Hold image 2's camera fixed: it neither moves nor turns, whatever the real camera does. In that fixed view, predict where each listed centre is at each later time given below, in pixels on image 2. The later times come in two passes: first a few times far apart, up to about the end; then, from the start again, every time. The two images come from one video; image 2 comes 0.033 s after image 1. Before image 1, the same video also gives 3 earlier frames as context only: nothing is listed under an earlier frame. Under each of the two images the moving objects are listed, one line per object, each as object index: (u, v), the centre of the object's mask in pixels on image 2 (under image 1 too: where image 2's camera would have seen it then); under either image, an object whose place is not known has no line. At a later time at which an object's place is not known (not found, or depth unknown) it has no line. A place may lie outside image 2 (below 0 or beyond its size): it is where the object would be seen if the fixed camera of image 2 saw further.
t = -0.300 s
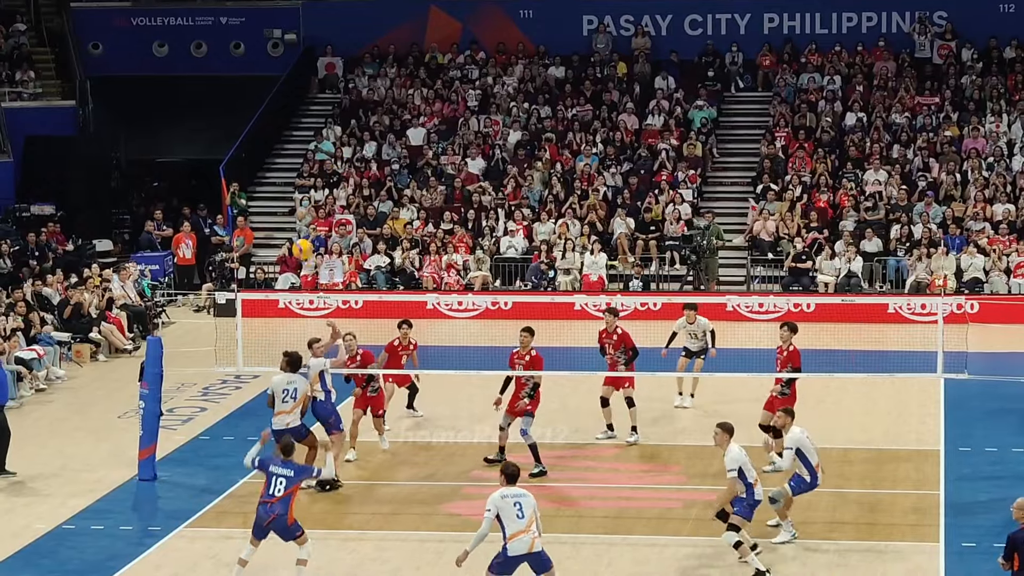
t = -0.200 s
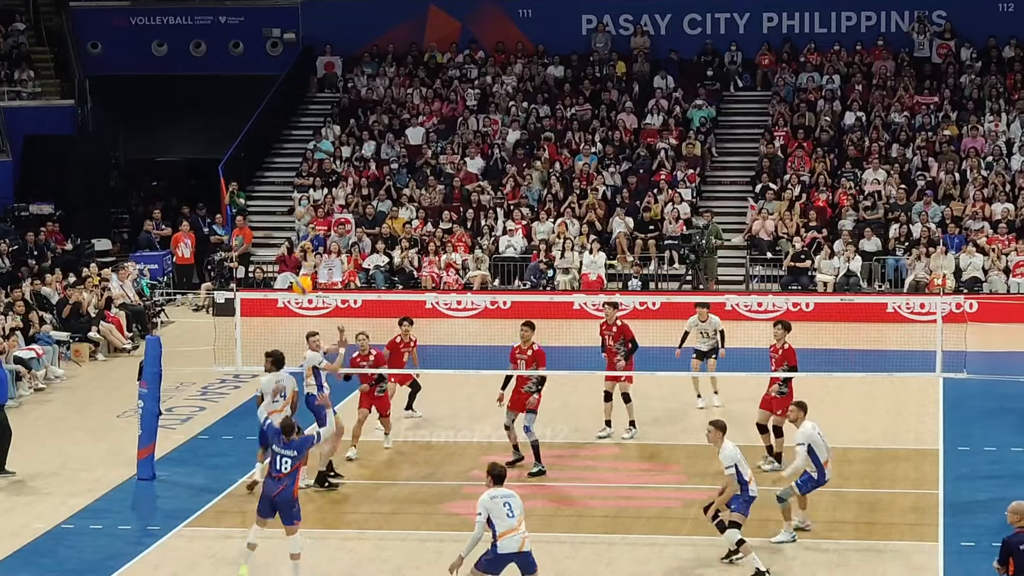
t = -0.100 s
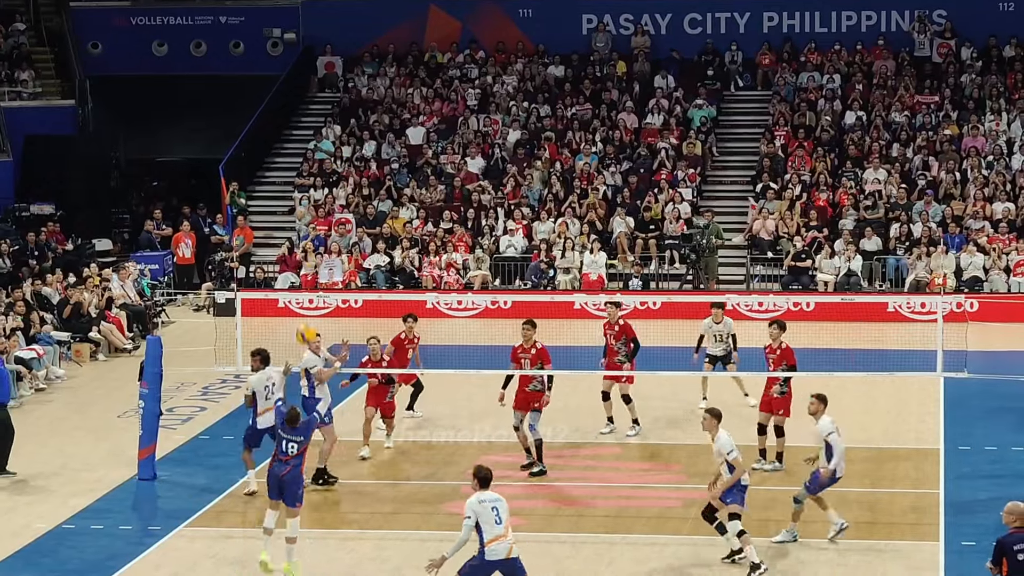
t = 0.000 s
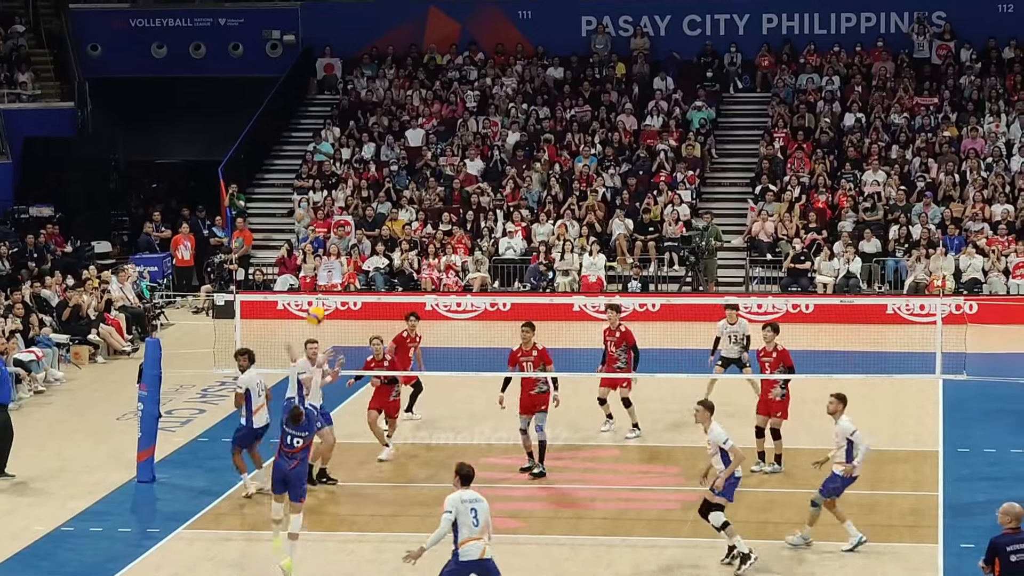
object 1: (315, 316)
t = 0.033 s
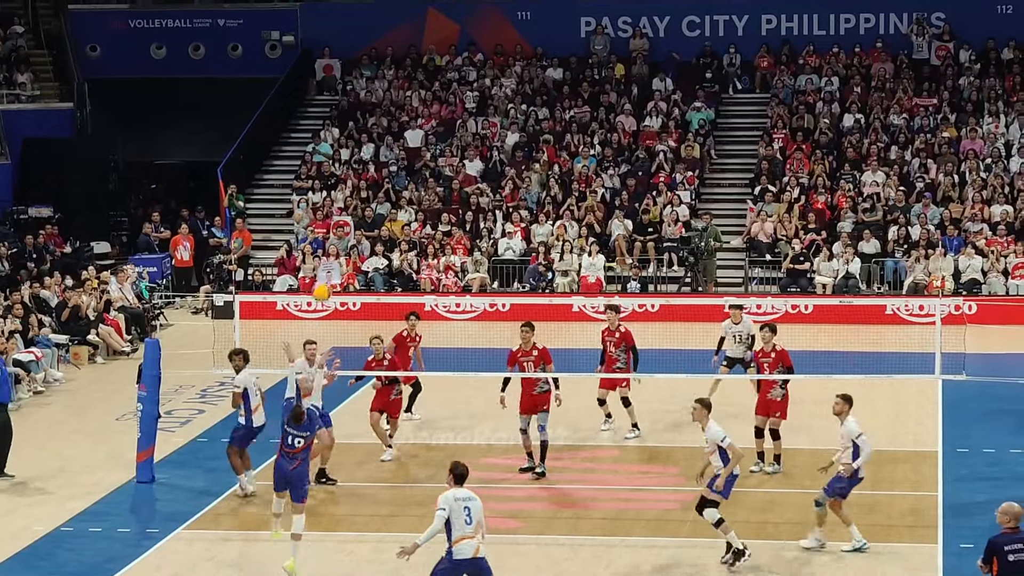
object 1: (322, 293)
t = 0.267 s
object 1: (365, 156)
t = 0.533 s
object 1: (412, 62)
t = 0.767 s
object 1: (452, 35)
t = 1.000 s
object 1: (493, 57)
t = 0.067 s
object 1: (330, 270)
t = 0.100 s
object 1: (334, 247)
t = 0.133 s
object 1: (343, 228)
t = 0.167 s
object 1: (347, 207)
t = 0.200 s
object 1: (353, 189)
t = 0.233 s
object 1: (358, 172)
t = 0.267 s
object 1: (365, 156)
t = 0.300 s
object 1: (371, 140)
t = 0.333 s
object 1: (376, 126)
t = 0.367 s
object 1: (382, 112)
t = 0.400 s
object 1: (389, 100)
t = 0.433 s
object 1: (394, 89)
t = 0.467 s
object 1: (400, 79)
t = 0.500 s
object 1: (406, 70)
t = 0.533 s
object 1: (412, 62)
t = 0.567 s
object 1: (417, 55)
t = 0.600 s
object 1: (423, 49)
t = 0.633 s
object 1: (429, 44)
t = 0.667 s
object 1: (435, 40)
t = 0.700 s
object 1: (441, 37)
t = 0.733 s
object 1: (446, 35)
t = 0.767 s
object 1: (452, 35)
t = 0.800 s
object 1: (458, 35)
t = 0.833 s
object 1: (463, 36)
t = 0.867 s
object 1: (470, 38)
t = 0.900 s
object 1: (475, 41)
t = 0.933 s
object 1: (481, 46)
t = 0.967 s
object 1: (487, 51)
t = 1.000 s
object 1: (493, 57)
